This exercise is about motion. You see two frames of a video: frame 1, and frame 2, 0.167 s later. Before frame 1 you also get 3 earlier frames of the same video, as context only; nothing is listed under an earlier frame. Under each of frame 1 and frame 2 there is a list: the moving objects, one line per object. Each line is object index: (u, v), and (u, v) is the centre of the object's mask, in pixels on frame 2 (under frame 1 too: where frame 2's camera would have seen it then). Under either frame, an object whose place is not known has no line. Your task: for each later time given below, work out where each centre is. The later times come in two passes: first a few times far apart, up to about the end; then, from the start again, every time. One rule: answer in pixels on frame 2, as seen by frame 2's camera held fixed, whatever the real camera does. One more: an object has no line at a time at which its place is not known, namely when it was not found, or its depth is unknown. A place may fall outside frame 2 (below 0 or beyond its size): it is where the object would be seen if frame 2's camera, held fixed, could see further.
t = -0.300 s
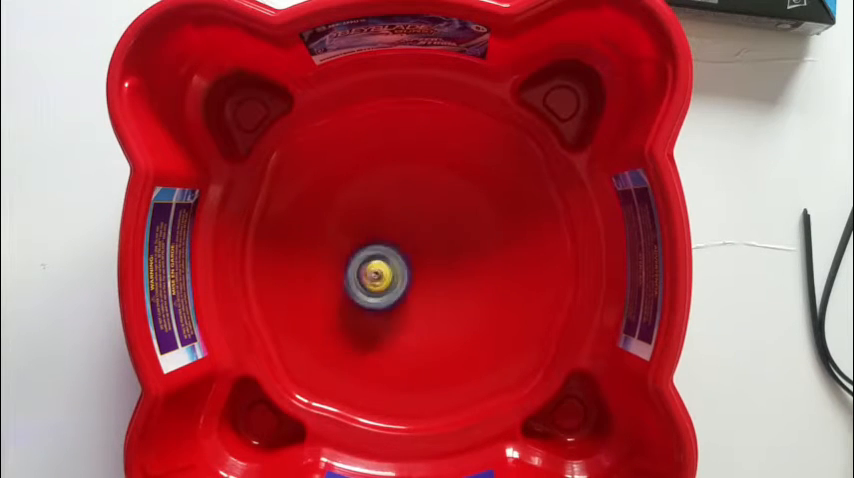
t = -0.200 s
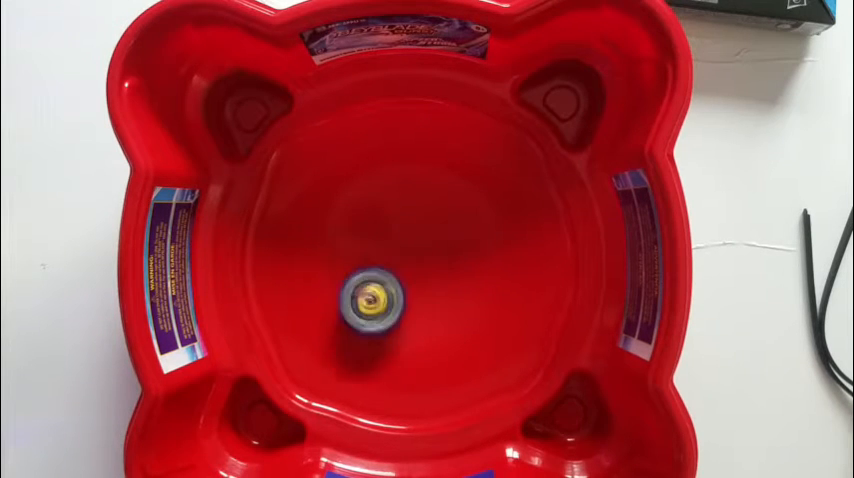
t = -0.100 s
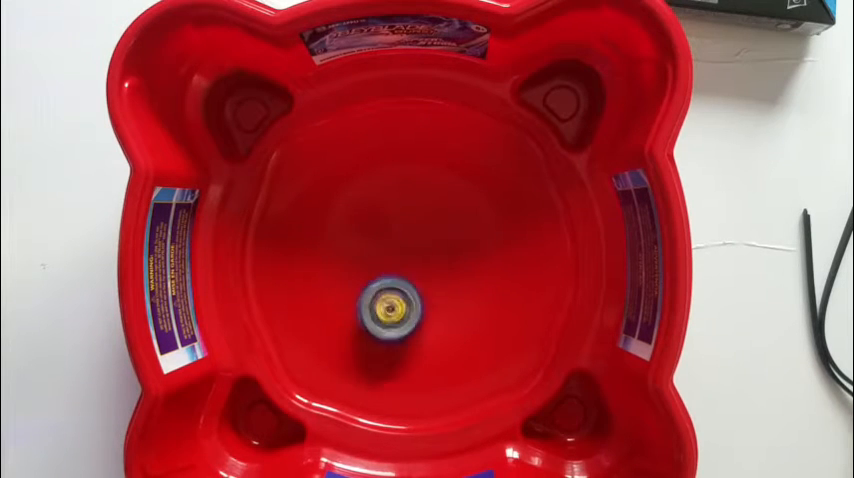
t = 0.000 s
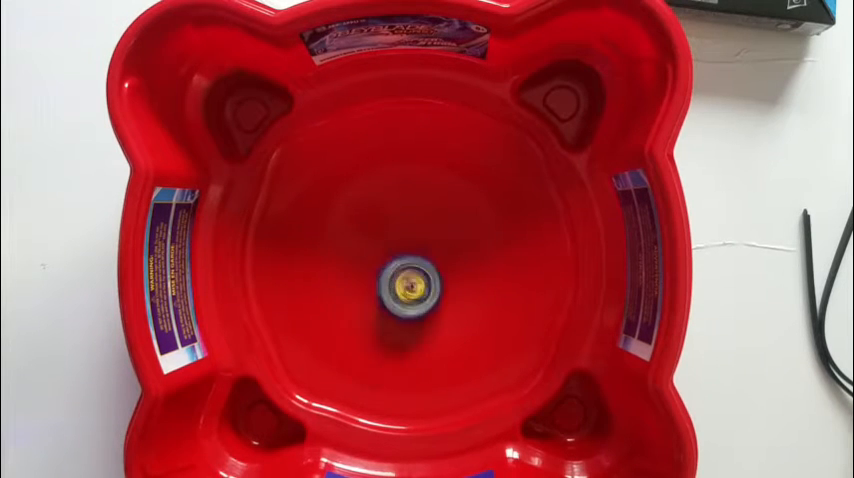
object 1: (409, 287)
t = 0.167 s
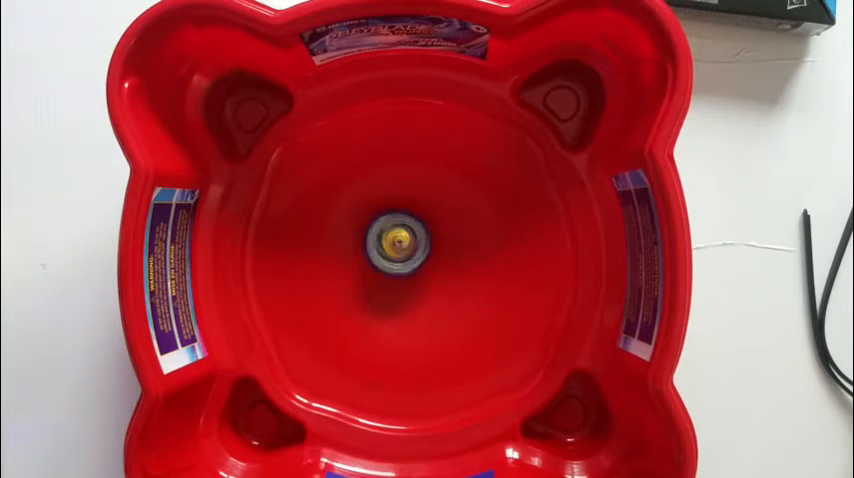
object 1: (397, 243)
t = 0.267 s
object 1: (374, 237)
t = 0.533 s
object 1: (407, 273)
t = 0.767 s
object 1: (429, 232)
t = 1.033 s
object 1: (406, 280)
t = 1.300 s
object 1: (437, 268)
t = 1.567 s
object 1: (381, 282)
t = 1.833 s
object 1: (412, 275)
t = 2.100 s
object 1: (376, 251)
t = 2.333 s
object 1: (412, 270)
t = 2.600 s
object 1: (407, 242)
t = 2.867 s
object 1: (421, 285)
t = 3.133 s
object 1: (406, 260)
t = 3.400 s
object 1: (401, 290)
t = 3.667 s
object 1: (399, 252)
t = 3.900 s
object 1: (393, 269)
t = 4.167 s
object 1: (419, 252)
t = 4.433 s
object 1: (402, 270)
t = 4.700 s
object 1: (419, 273)
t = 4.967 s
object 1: (396, 265)
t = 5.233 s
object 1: (405, 271)
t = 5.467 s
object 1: (405, 259)
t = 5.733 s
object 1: (406, 266)
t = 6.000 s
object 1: (410, 263)
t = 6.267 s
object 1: (409, 267)
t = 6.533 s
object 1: (400, 267)
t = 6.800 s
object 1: (406, 262)
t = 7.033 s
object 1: (407, 264)
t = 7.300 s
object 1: (407, 262)
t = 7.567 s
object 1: (407, 269)
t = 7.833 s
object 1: (406, 262)
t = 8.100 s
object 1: (404, 264)
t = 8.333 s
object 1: (409, 262)
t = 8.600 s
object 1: (409, 267)
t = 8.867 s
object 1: (407, 264)
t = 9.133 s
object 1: (410, 263)
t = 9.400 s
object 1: (411, 265)
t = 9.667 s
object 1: (408, 264)
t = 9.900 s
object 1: (407, 263)
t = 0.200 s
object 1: (390, 239)
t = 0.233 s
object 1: (383, 237)
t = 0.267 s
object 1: (374, 237)
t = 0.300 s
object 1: (368, 241)
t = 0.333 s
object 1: (365, 247)
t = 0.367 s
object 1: (365, 254)
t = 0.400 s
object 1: (370, 262)
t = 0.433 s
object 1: (378, 268)
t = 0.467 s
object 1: (387, 272)
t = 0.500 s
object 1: (396, 273)
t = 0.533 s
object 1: (407, 273)
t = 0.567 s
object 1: (416, 270)
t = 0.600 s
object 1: (423, 265)
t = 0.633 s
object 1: (429, 259)
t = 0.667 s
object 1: (433, 252)
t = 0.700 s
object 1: (434, 245)
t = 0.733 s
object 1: (433, 238)
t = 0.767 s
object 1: (429, 232)
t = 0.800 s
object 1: (422, 230)
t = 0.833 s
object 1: (415, 231)
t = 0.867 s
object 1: (407, 236)
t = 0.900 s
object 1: (402, 245)
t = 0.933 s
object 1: (399, 254)
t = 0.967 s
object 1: (399, 263)
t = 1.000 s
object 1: (401, 272)
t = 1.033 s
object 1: (406, 280)
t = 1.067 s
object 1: (411, 286)
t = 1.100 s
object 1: (418, 291)
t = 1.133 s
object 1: (425, 292)
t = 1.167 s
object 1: (432, 292)
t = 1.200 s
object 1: (439, 289)
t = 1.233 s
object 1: (441, 282)
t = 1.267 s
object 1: (441, 276)
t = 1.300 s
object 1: (437, 268)
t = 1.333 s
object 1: (430, 263)
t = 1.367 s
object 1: (422, 261)
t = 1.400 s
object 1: (412, 259)
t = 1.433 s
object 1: (403, 260)
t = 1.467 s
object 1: (396, 264)
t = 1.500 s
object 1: (388, 269)
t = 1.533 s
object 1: (384, 276)
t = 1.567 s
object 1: (381, 282)
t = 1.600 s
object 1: (381, 290)
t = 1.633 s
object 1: (384, 296)
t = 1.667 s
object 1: (388, 299)
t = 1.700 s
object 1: (395, 301)
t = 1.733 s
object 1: (402, 297)
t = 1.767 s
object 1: (408, 291)
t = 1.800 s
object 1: (411, 283)
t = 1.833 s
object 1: (412, 275)
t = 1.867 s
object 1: (411, 267)
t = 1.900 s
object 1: (409, 259)
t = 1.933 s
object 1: (404, 253)
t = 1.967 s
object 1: (398, 249)
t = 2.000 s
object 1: (392, 246)
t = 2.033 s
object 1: (386, 246)
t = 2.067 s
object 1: (380, 246)
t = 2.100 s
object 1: (376, 251)
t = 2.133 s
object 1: (375, 256)
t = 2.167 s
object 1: (377, 263)
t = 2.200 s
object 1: (382, 268)
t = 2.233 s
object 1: (389, 271)
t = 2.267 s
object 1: (397, 273)
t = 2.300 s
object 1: (405, 272)
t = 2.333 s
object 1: (412, 270)
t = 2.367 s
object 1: (419, 266)
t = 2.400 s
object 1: (423, 261)
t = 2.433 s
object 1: (426, 254)
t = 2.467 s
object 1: (426, 249)
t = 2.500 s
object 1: (424, 244)
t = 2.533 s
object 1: (419, 240)
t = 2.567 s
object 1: (414, 240)
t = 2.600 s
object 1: (407, 242)
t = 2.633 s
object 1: (403, 248)
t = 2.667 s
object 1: (399, 254)
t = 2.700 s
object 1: (399, 262)
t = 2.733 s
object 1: (401, 269)
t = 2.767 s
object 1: (404, 275)
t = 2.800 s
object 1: (409, 280)
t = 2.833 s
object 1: (415, 283)
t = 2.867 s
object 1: (421, 285)
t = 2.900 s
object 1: (426, 283)
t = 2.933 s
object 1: (431, 281)
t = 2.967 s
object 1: (432, 274)
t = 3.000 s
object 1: (430, 270)
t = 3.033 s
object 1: (426, 264)
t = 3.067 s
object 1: (420, 261)
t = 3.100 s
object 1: (413, 259)
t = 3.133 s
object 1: (406, 260)
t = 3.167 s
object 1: (400, 263)
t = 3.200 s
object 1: (394, 267)
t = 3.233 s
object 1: (391, 272)
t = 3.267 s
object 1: (389, 278)
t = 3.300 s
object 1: (390, 283)
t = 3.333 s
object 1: (391, 287)
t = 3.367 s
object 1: (397, 290)
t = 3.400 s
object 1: (401, 290)
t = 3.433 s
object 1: (407, 287)
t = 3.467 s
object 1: (410, 281)
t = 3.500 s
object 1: (412, 275)
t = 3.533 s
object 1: (411, 270)
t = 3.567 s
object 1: (411, 263)
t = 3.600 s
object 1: (408, 259)
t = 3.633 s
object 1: (404, 255)
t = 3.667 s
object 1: (399, 252)
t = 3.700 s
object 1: (395, 251)
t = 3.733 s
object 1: (390, 252)
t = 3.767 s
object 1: (387, 255)
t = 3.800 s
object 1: (385, 259)
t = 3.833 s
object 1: (387, 262)
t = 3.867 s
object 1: (387, 265)
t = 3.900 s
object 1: (393, 269)
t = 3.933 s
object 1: (397, 272)
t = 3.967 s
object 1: (402, 271)
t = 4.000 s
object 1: (408, 271)
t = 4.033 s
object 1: (413, 268)
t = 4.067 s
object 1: (417, 265)
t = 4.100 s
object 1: (419, 260)
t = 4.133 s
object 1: (420, 256)
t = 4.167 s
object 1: (419, 252)
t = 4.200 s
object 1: (415, 250)
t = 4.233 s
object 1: (412, 249)
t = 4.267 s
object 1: (410, 250)
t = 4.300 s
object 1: (406, 252)
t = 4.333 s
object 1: (403, 256)
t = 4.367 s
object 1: (401, 261)
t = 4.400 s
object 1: (401, 265)
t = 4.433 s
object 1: (402, 270)
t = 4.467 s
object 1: (405, 274)
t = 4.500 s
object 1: (407, 277)
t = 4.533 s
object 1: (411, 278)
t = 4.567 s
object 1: (413, 279)
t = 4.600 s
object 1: (416, 278)
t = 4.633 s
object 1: (419, 277)
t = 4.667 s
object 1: (417, 274)
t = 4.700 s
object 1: (419, 273)
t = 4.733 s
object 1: (417, 269)
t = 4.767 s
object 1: (417, 267)
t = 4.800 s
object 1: (414, 266)
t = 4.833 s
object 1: (412, 263)
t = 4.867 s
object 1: (406, 262)
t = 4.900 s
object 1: (401, 262)
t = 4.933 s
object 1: (399, 264)
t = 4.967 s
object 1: (396, 265)
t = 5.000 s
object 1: (395, 269)
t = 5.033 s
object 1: (394, 271)
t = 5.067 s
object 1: (396, 271)
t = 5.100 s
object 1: (396, 274)
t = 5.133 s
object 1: (399, 273)
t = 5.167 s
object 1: (400, 273)
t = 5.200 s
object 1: (402, 272)
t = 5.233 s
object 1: (405, 271)
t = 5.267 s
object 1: (405, 269)
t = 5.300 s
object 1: (409, 266)
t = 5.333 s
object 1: (408, 263)
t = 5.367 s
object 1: (408, 261)
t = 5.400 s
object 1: (408, 260)
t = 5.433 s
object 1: (405, 259)
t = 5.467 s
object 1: (405, 259)
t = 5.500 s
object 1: (403, 259)
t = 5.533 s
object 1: (403, 259)
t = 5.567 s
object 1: (402, 259)
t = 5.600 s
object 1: (402, 260)
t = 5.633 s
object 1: (403, 262)
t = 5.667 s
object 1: (403, 264)
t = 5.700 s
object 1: (404, 263)
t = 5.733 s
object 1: (406, 266)
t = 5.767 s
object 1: (407, 265)
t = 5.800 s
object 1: (410, 267)
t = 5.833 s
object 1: (412, 266)
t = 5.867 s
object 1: (412, 265)
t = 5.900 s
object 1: (414, 263)
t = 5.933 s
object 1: (412, 262)
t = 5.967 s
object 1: (413, 262)
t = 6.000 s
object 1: (410, 263)
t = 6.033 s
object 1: (409, 262)
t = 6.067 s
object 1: (407, 265)
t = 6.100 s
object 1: (406, 266)
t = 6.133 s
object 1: (406, 268)
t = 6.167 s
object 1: (408, 269)
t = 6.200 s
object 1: (408, 268)
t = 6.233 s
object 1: (409, 269)
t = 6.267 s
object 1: (409, 267)
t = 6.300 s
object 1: (409, 267)
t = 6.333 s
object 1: (408, 266)
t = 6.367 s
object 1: (406, 263)
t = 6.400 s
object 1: (406, 264)
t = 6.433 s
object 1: (403, 264)
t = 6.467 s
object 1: (401, 264)
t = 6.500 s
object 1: (401, 265)
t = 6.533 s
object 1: (400, 267)
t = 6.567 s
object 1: (403, 266)
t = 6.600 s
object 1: (403, 267)
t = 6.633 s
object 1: (404, 265)
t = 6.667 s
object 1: (405, 265)
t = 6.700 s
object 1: (406, 265)
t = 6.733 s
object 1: (406, 263)
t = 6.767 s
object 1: (408, 263)
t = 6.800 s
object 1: (406, 262)
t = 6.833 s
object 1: (407, 262)
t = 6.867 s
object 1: (408, 261)
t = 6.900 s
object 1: (406, 261)
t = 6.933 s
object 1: (407, 261)
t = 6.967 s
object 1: (406, 262)
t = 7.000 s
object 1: (406, 263)
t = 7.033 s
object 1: (407, 264)
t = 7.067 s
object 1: (407, 265)
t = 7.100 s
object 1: (409, 265)
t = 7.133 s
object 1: (411, 264)
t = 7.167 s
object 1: (412, 264)
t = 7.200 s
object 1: (411, 262)
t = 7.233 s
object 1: (411, 262)
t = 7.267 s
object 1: (410, 262)
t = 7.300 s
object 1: (407, 262)
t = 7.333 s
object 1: (408, 263)
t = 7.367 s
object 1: (406, 265)
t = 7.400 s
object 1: (406, 264)
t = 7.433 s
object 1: (406, 267)
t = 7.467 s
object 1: (406, 267)
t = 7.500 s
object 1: (405, 268)
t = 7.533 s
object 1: (406, 270)
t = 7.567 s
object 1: (407, 269)
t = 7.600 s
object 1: (408, 268)
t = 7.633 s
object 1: (409, 268)
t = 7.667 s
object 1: (407, 267)
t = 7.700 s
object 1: (407, 264)
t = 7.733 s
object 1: (409, 265)
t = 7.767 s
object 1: (405, 265)
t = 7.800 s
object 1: (404, 261)
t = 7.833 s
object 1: (406, 262)
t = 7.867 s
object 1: (404, 265)
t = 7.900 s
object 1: (402, 261)
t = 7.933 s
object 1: (405, 262)
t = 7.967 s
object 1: (404, 265)
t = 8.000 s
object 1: (403, 263)
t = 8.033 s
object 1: (405, 264)
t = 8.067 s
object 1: (404, 266)
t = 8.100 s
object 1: (404, 264)
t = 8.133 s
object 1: (408, 265)
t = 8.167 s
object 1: (408, 266)
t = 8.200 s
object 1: (409, 264)
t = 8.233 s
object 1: (412, 264)
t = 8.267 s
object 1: (410, 264)
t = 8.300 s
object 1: (410, 262)
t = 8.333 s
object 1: (409, 262)
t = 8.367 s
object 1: (409, 262)
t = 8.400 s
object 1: (407, 262)
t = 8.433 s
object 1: (407, 263)
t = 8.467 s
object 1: (406, 265)
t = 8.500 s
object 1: (406, 266)
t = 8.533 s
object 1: (407, 266)
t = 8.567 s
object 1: (408, 268)
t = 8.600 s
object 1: (409, 267)
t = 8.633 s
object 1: (409, 267)
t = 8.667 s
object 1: (410, 266)
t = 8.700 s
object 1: (410, 267)
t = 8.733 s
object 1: (406, 265)
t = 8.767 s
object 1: (408, 262)
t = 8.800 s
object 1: (410, 264)
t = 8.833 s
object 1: (408, 266)
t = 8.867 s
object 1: (407, 264)
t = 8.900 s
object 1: (409, 264)
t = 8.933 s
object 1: (409, 267)
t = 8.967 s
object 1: (405, 266)
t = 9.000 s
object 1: (406, 264)
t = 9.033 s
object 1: (408, 265)
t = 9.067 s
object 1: (406, 265)
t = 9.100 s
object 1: (406, 263)
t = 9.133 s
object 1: (410, 263)
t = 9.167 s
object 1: (409, 266)
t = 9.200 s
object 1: (406, 265)
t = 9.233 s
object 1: (407, 263)
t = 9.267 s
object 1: (408, 265)
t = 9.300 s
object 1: (405, 265)
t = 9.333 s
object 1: (406, 261)
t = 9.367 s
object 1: (411, 262)
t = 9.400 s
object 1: (411, 265)
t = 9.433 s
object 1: (406, 265)
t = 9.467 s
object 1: (405, 261)
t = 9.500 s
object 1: (409, 259)
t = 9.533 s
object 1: (411, 263)
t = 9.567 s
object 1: (409, 266)
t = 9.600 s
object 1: (406, 266)
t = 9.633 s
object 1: (406, 265)
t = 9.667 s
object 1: (408, 264)
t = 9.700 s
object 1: (409, 264)
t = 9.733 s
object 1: (410, 263)
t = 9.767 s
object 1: (409, 263)
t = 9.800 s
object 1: (409, 261)
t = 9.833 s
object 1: (409, 262)
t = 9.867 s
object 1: (408, 263)
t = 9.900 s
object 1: (407, 263)
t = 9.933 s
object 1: (407, 261)
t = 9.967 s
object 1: (410, 262)
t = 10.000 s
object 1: (410, 265)
